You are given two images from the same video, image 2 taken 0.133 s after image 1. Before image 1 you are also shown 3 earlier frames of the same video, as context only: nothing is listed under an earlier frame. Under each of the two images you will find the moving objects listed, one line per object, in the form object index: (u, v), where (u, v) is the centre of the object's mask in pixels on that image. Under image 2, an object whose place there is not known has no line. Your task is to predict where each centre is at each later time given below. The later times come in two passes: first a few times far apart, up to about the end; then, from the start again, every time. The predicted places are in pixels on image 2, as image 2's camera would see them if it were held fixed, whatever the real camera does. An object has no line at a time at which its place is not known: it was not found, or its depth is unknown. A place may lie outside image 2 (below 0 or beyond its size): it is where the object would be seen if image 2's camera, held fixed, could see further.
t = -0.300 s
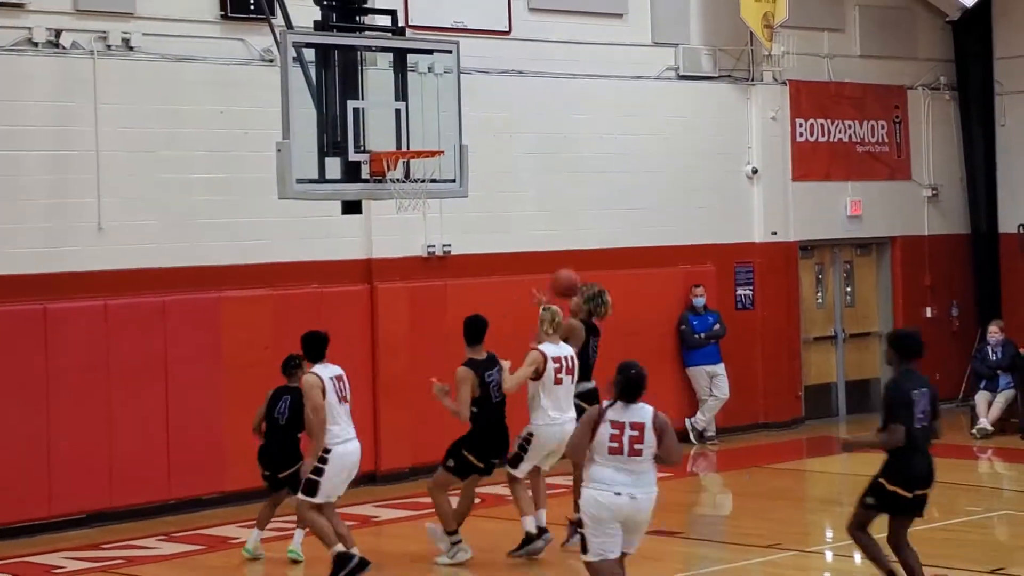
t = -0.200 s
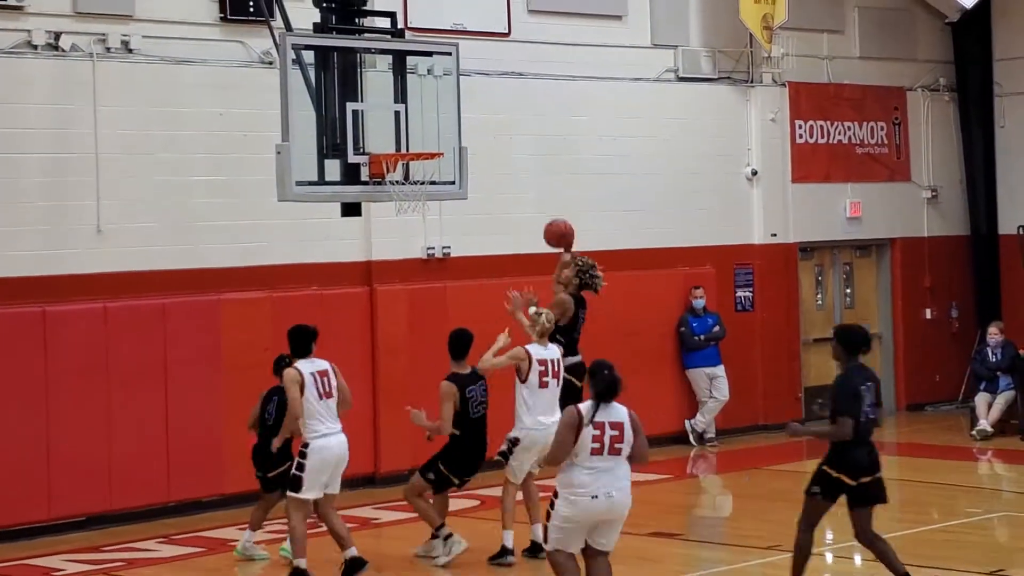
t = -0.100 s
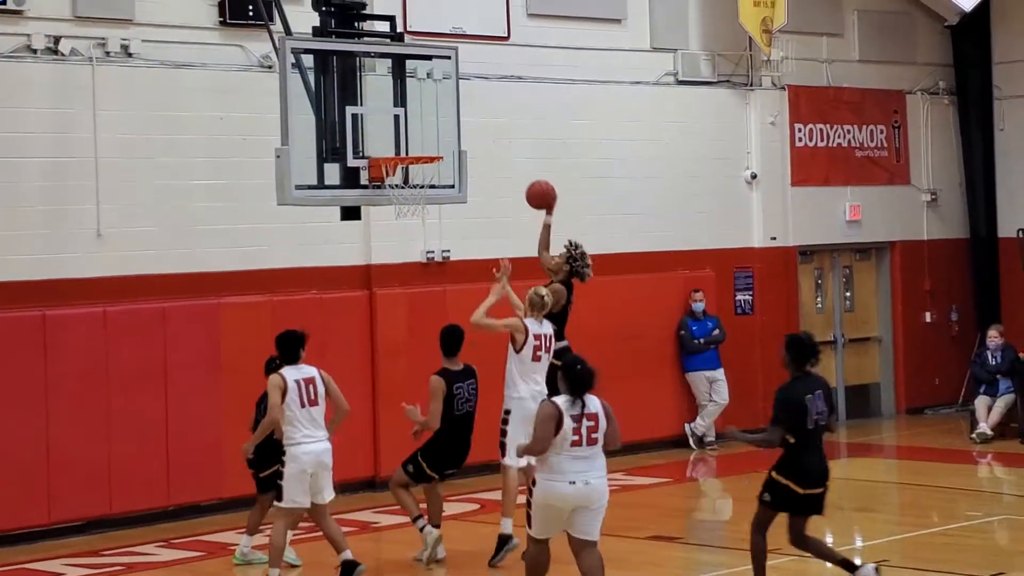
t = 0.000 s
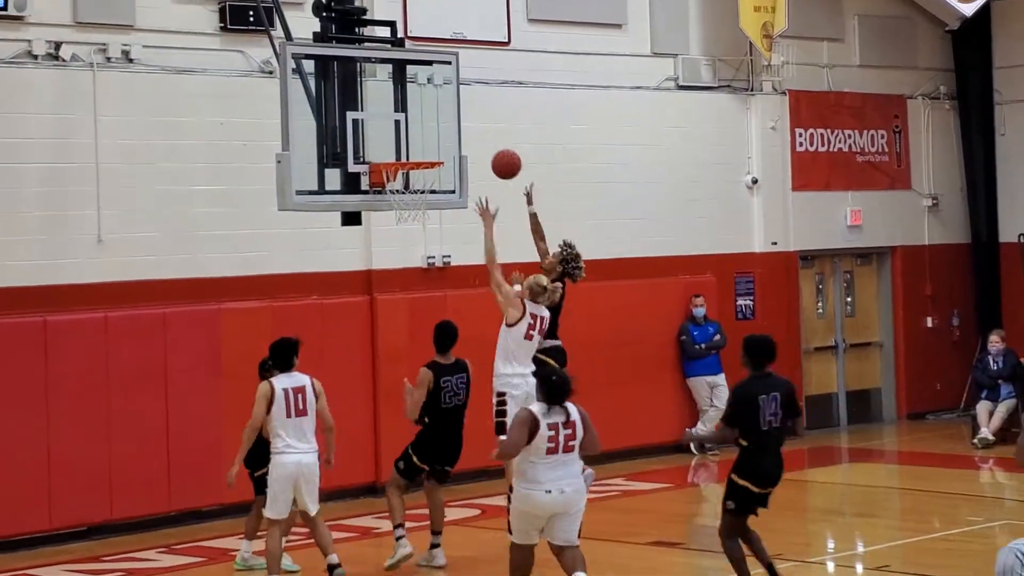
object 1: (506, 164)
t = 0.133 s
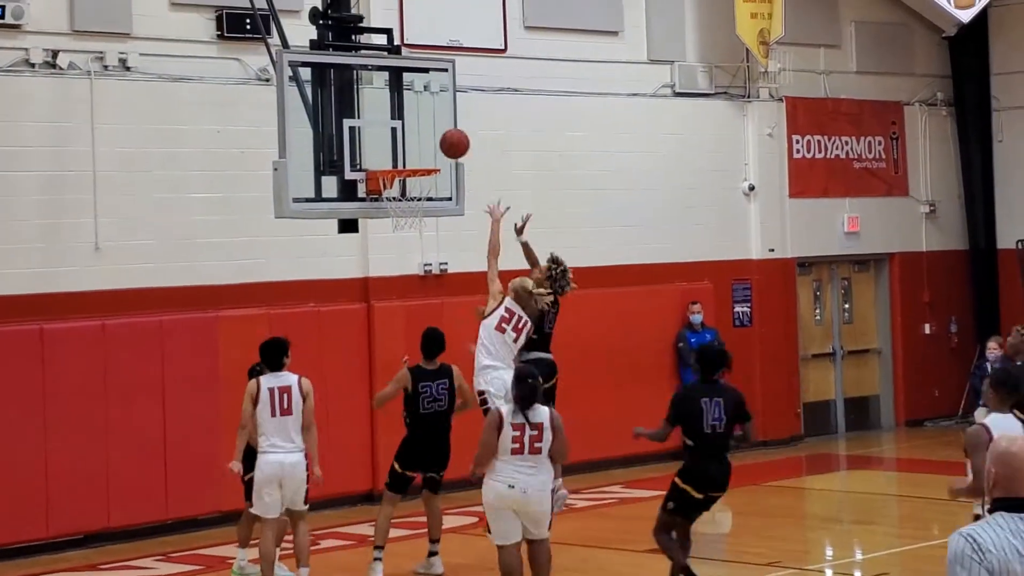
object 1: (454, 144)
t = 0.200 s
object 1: (430, 138)
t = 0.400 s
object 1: (393, 148)
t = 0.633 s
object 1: (425, 157)
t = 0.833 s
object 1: (403, 152)
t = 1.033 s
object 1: (390, 151)
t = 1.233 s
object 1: (387, 153)
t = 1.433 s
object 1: (397, 157)
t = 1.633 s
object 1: (422, 185)
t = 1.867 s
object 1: (424, 202)
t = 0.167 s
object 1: (443, 140)
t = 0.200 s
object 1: (430, 138)
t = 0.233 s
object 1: (419, 137)
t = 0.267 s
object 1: (408, 138)
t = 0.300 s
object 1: (395, 139)
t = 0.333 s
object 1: (393, 141)
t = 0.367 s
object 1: (393, 144)
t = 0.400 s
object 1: (393, 148)
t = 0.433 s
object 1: (393, 153)
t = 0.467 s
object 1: (392, 157)
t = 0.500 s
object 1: (399, 158)
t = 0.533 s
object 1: (408, 158)
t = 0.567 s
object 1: (415, 158)
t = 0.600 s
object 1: (422, 161)
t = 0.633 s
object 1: (425, 157)
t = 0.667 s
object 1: (424, 156)
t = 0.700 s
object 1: (420, 155)
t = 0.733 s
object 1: (416, 154)
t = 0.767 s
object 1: (410, 154)
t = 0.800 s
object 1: (406, 152)
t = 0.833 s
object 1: (403, 152)
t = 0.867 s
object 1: (399, 152)
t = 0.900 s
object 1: (397, 152)
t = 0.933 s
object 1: (394, 152)
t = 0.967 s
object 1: (392, 152)
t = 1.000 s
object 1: (391, 151)
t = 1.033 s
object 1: (390, 151)
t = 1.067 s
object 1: (390, 151)
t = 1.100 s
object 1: (389, 151)
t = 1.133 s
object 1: (388, 152)
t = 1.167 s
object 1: (388, 152)
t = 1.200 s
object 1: (388, 152)
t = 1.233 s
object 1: (387, 153)
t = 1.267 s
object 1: (388, 153)
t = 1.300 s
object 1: (388, 153)
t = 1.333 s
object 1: (389, 154)
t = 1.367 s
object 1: (391, 155)
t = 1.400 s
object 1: (393, 156)
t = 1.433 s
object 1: (397, 157)
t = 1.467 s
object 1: (401, 158)
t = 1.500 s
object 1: (405, 159)
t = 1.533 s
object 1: (410, 170)
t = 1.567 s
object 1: (415, 174)
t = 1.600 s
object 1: (418, 181)
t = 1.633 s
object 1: (422, 185)
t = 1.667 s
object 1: (425, 188)
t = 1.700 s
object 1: (427, 190)
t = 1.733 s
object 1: (429, 193)
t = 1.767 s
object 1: (429, 195)
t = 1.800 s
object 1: (429, 197)
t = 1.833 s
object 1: (427, 199)
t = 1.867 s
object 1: (424, 202)
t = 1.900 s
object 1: (422, 205)
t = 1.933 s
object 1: (418, 209)
